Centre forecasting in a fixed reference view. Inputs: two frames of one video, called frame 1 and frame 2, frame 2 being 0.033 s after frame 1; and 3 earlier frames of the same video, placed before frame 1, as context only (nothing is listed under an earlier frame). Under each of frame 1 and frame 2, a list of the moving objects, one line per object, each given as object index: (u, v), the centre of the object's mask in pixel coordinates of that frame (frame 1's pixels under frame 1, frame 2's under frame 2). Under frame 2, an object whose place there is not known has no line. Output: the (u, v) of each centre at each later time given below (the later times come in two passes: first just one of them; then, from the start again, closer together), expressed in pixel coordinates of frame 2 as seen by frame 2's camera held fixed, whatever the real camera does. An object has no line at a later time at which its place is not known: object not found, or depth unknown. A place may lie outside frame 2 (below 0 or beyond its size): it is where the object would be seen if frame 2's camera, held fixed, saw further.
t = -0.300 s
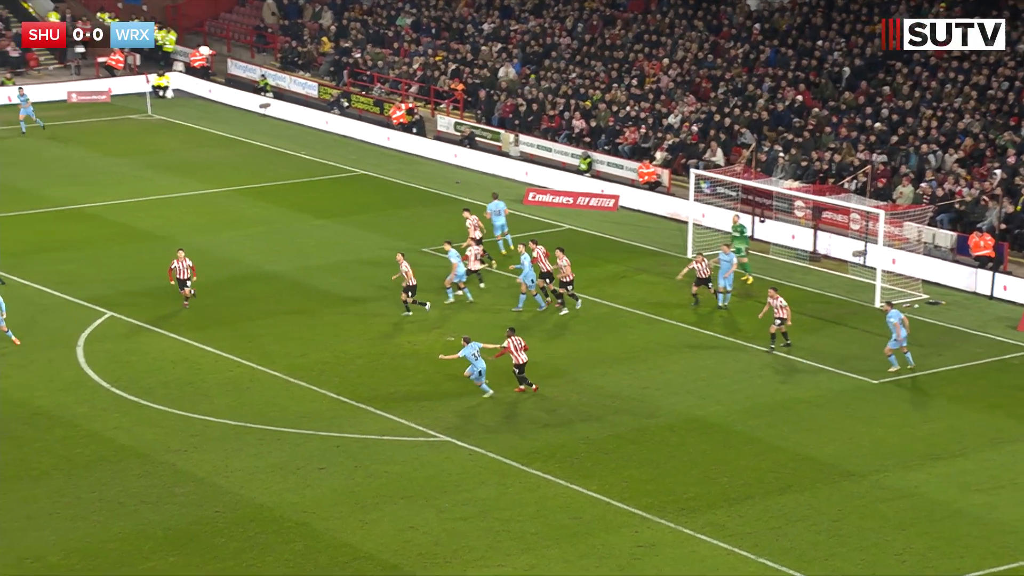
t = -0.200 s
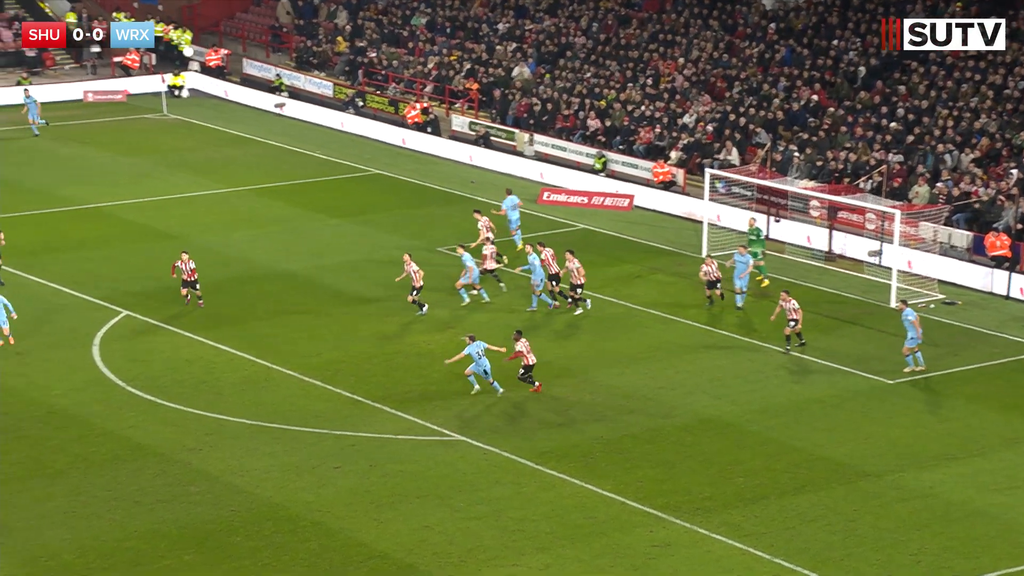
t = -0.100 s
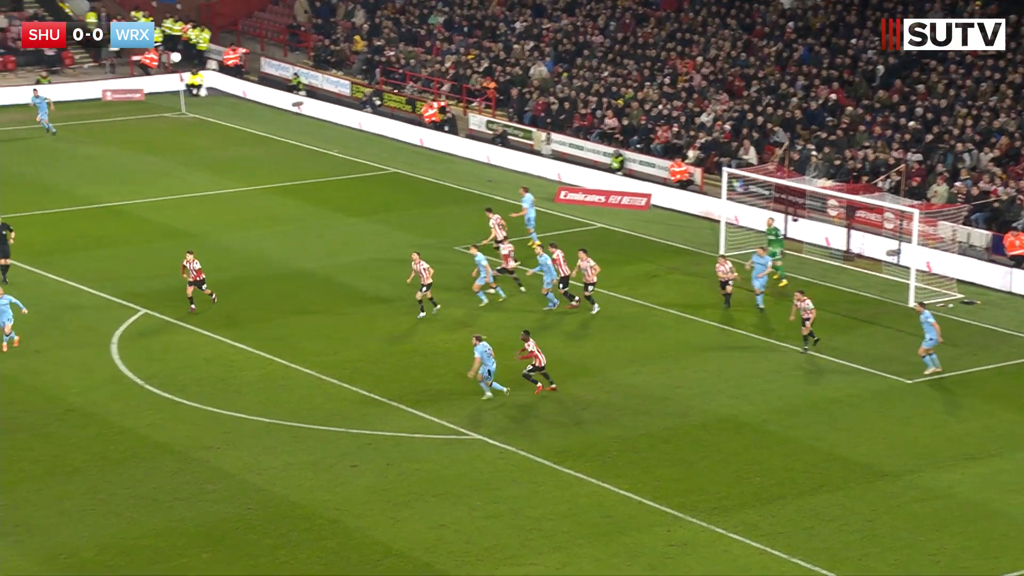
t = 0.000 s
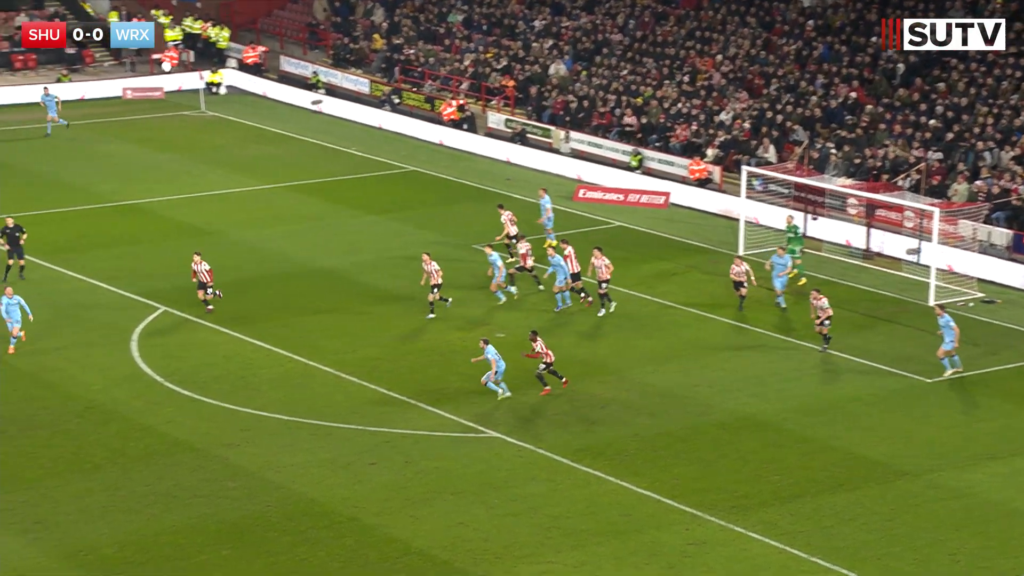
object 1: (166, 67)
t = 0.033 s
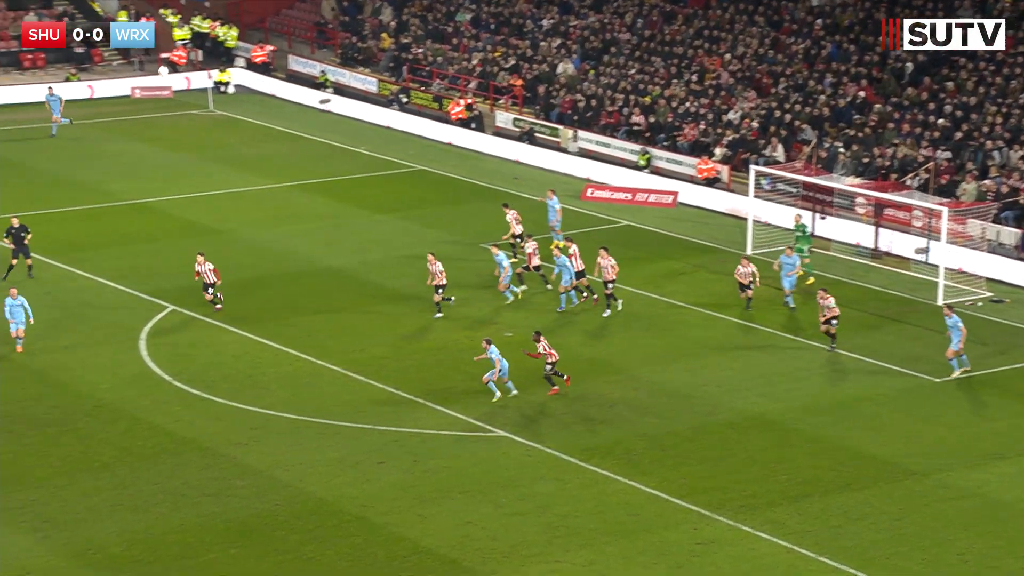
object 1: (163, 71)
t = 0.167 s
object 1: (133, 93)
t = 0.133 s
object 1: (137, 90)
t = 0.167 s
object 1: (133, 93)
